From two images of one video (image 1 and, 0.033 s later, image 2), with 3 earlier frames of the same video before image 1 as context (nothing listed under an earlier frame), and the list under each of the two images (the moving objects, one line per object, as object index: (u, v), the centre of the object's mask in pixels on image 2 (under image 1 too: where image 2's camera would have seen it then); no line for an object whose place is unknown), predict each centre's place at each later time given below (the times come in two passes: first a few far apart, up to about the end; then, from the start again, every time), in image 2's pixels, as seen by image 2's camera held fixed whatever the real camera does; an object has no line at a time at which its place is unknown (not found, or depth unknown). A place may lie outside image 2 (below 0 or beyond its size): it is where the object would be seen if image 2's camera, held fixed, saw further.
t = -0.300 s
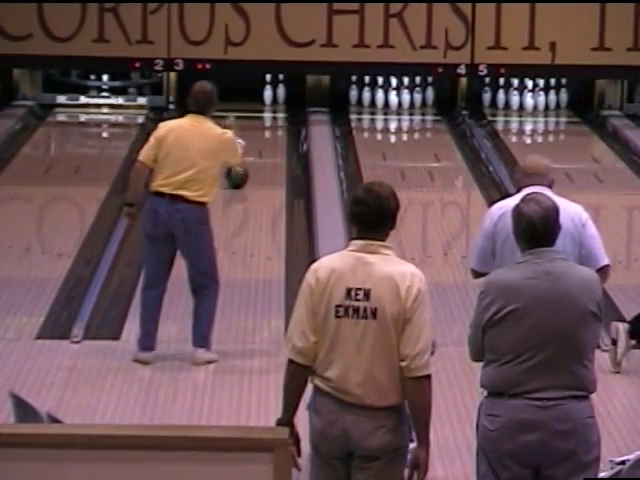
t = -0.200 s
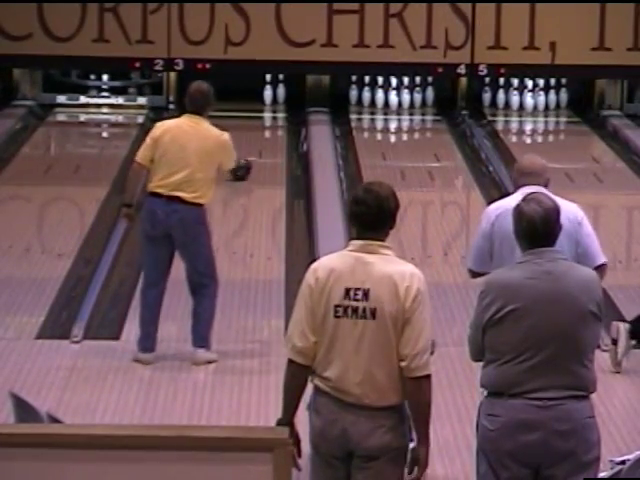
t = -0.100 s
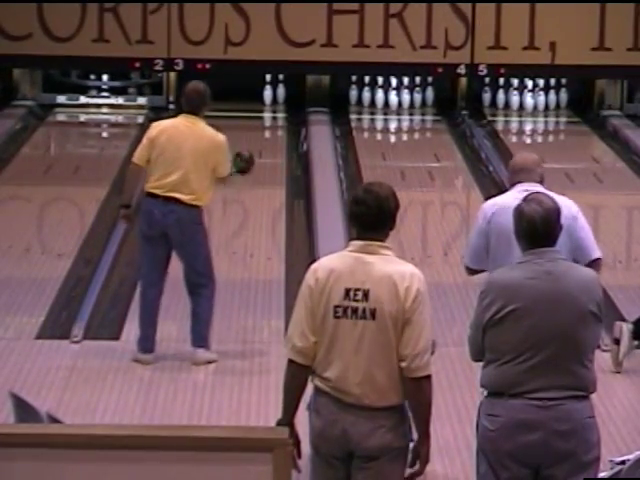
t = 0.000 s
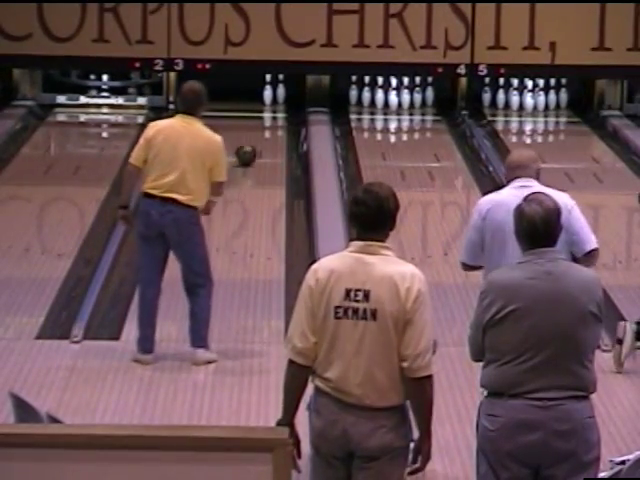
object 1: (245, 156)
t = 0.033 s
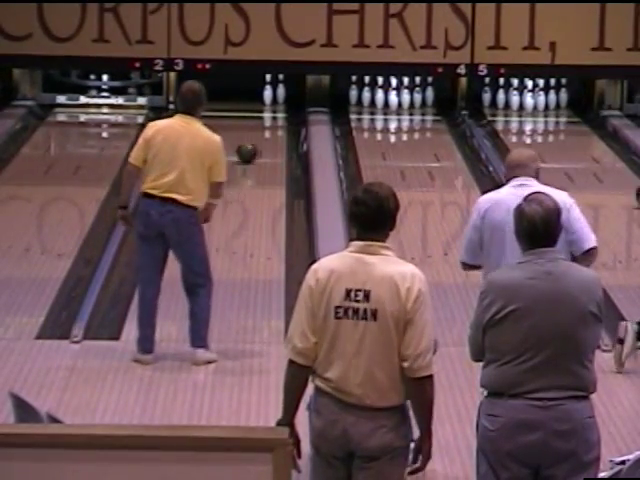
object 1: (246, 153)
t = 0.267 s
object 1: (252, 138)
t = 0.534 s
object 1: (255, 124)
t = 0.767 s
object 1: (256, 113)
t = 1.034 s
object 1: (255, 102)
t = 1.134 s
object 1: (252, 98)
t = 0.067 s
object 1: (247, 151)
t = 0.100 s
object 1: (249, 148)
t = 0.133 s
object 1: (249, 147)
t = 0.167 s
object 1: (249, 144)
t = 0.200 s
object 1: (250, 142)
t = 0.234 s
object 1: (251, 140)
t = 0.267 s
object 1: (252, 138)
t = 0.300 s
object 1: (252, 136)
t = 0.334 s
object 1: (252, 135)
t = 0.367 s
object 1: (253, 132)
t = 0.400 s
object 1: (253, 130)
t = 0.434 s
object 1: (254, 129)
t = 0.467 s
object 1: (253, 127)
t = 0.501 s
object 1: (254, 125)
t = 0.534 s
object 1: (255, 124)
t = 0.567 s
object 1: (254, 123)
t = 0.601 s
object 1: (255, 121)
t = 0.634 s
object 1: (256, 119)
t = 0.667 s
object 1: (256, 118)
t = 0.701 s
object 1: (256, 116)
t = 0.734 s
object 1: (256, 114)
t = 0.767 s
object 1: (256, 113)
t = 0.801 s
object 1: (256, 110)
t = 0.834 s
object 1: (256, 110)
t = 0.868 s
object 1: (256, 109)
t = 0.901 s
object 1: (257, 110)
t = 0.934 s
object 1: (254, 105)
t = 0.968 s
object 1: (254, 104)
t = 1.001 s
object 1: (254, 104)
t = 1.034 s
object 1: (255, 102)
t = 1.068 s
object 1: (254, 101)
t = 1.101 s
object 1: (253, 97)
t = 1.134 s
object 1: (252, 98)
